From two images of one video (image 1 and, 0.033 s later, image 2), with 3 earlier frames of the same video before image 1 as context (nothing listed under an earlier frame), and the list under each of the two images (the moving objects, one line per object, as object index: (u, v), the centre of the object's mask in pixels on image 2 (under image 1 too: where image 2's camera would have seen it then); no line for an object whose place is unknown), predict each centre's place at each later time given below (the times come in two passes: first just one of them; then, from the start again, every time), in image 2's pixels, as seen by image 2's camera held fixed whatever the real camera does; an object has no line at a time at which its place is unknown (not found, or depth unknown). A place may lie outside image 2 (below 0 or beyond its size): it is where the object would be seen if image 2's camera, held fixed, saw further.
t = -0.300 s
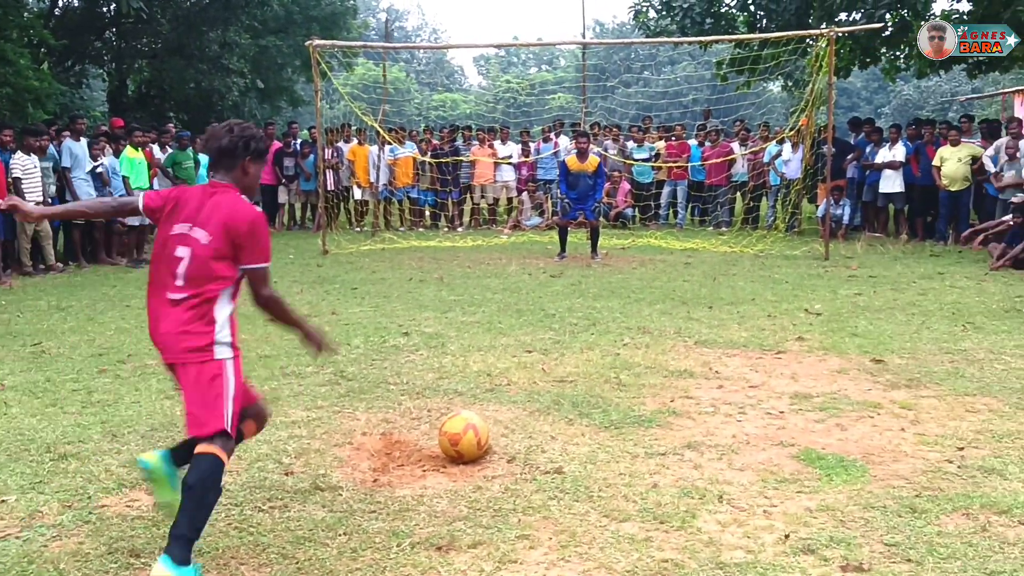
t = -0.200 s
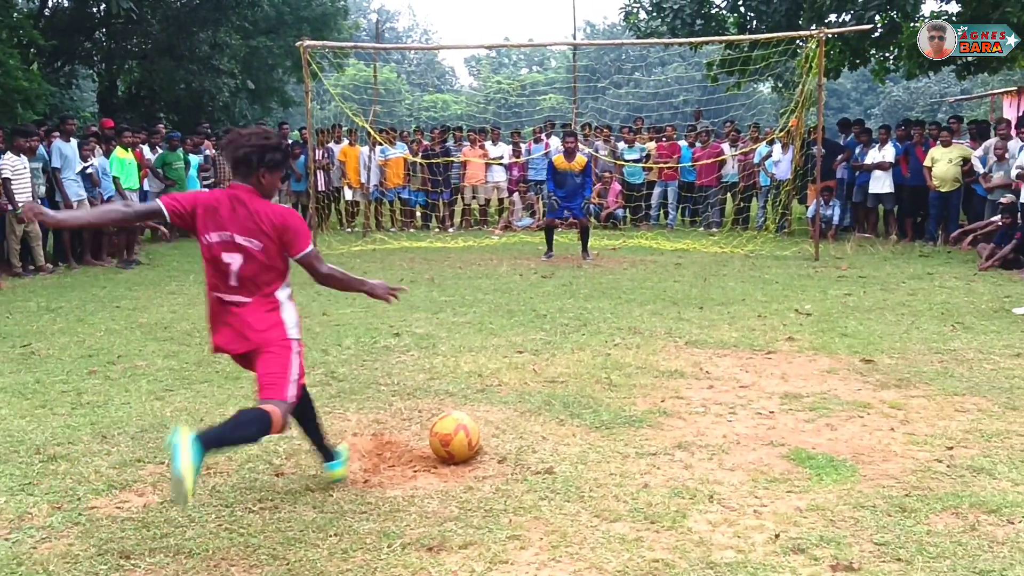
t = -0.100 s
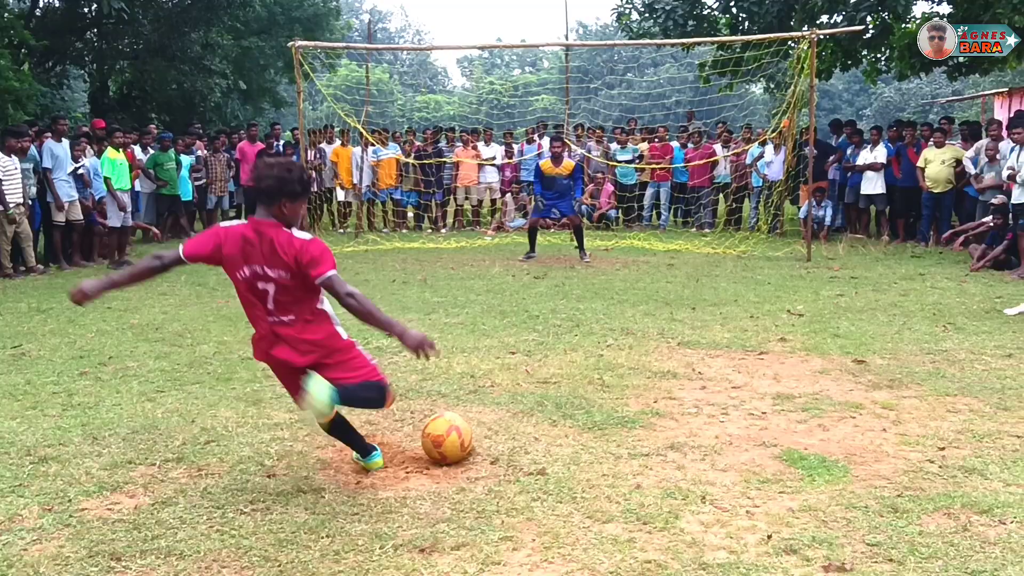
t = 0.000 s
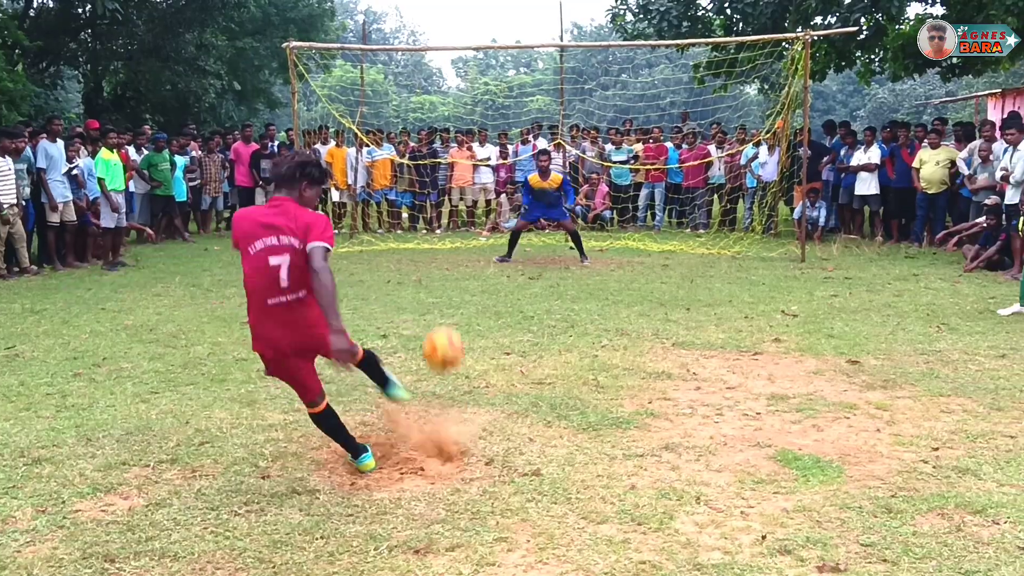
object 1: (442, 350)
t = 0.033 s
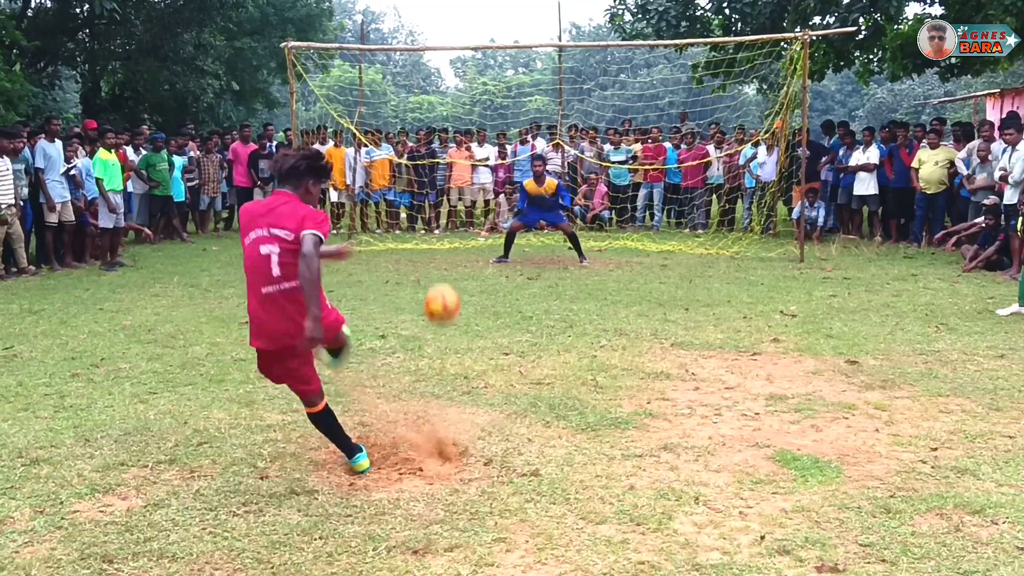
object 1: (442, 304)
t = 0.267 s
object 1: (445, 151)
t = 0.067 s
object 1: (442, 268)
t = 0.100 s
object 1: (442, 239)
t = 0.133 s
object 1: (442, 216)
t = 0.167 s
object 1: (443, 196)
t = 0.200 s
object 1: (443, 178)
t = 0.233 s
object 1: (444, 164)
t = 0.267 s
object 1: (445, 151)
